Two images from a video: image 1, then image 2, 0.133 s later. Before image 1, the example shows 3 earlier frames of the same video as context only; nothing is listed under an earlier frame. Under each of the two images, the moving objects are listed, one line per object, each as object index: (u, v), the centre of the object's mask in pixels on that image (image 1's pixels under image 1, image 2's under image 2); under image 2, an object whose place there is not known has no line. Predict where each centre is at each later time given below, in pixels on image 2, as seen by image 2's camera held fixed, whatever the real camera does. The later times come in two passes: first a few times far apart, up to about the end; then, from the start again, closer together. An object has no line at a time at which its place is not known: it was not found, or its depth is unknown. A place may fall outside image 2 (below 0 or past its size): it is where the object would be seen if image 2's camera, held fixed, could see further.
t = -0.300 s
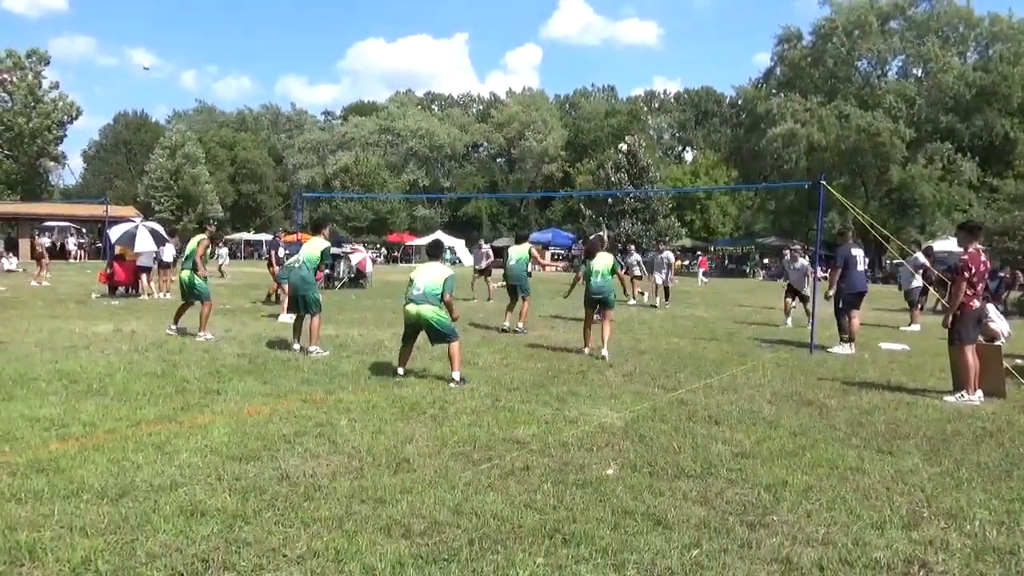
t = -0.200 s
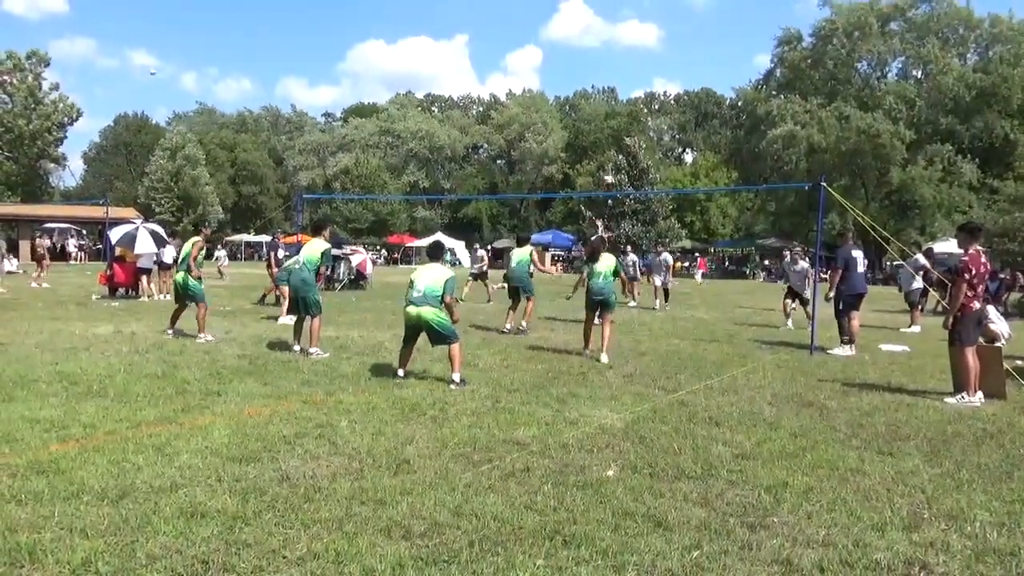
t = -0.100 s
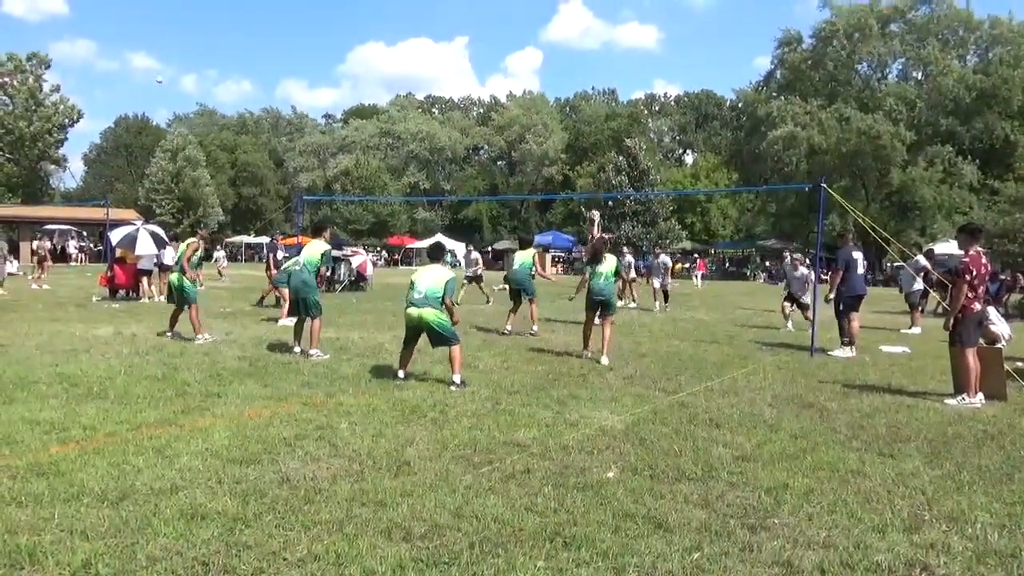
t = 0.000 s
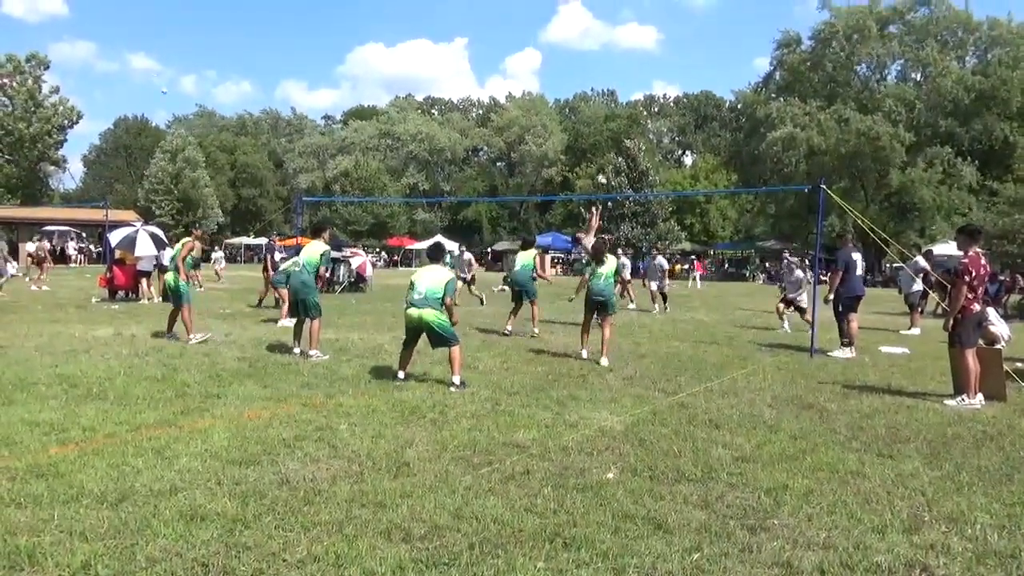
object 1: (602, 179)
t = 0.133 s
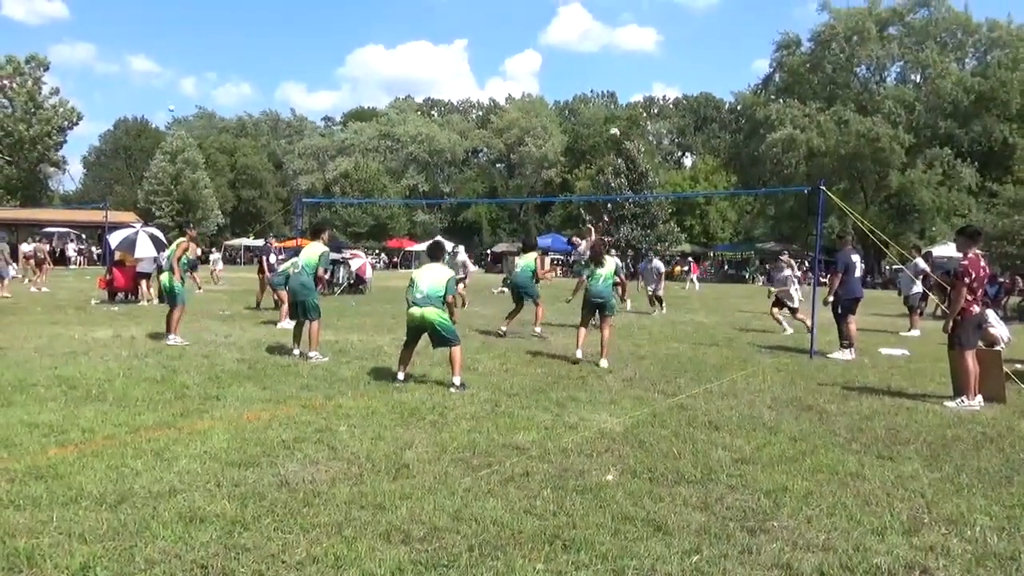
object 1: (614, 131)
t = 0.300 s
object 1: (629, 87)
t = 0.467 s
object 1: (646, 55)
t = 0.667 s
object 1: (663, 38)
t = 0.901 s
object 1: (681, 47)
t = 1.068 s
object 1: (693, 73)
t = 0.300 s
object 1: (629, 87)
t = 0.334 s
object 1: (632, 80)
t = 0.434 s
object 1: (642, 61)
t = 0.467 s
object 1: (646, 55)
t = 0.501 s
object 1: (648, 51)
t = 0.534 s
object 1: (650, 48)
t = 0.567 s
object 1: (654, 45)
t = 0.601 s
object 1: (657, 41)
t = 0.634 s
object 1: (660, 39)
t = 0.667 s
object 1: (663, 38)
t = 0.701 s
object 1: (665, 37)
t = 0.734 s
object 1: (668, 37)
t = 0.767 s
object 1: (671, 38)
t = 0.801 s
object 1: (673, 39)
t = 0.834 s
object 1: (676, 40)
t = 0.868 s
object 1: (679, 44)
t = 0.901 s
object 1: (681, 47)
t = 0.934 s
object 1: (683, 51)
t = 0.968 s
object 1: (686, 55)
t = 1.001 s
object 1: (688, 60)
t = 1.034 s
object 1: (690, 65)
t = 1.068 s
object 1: (693, 73)
